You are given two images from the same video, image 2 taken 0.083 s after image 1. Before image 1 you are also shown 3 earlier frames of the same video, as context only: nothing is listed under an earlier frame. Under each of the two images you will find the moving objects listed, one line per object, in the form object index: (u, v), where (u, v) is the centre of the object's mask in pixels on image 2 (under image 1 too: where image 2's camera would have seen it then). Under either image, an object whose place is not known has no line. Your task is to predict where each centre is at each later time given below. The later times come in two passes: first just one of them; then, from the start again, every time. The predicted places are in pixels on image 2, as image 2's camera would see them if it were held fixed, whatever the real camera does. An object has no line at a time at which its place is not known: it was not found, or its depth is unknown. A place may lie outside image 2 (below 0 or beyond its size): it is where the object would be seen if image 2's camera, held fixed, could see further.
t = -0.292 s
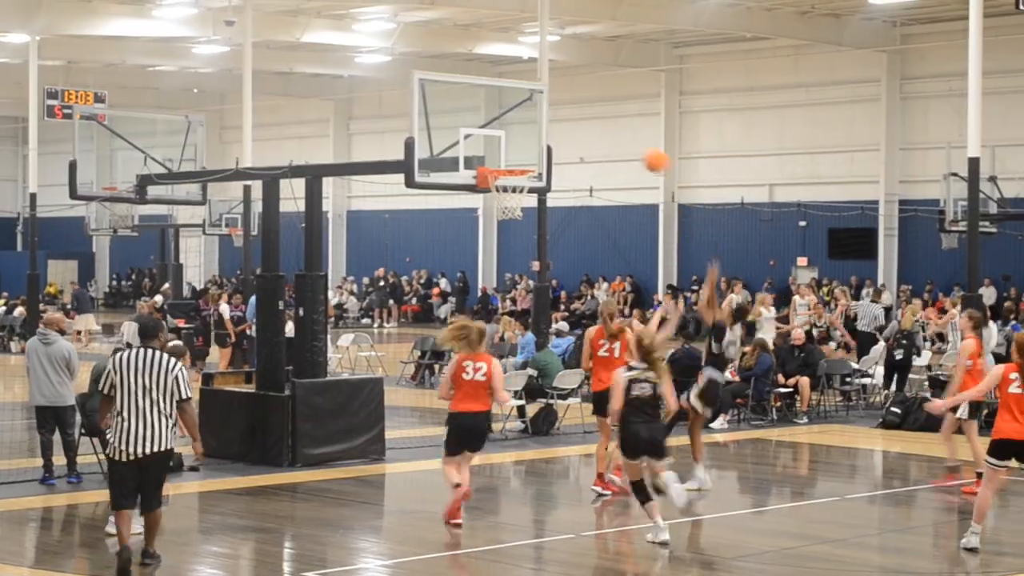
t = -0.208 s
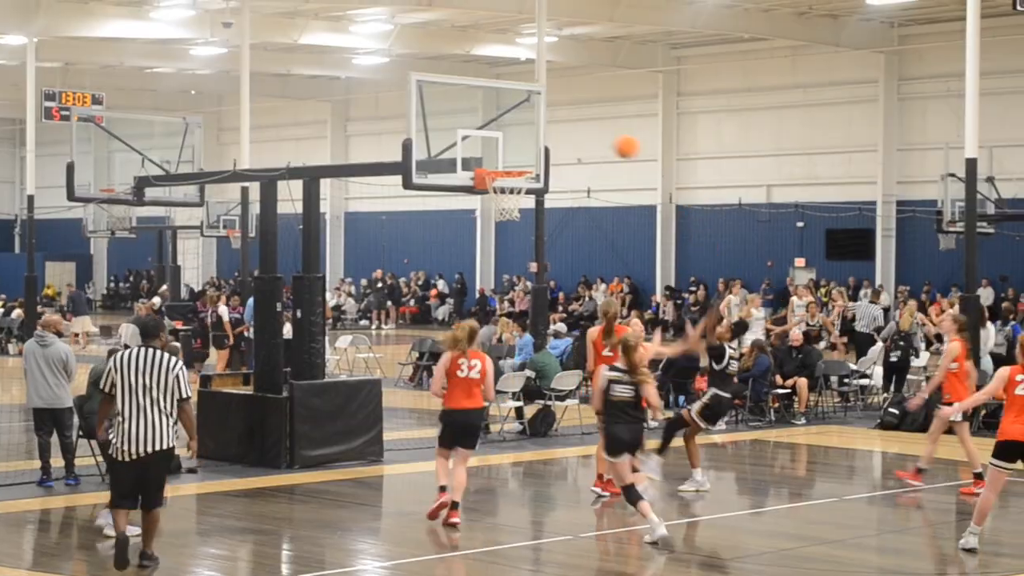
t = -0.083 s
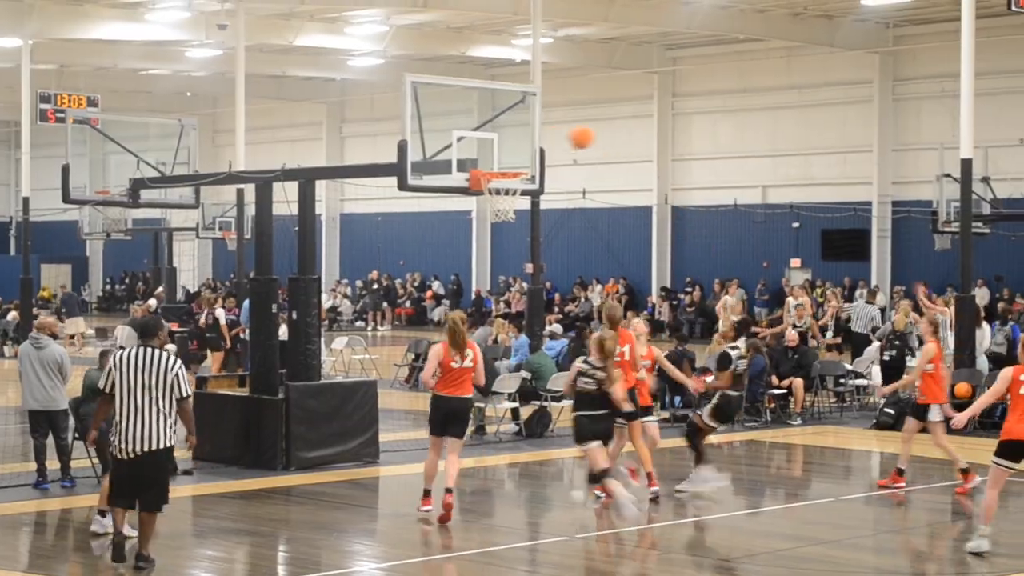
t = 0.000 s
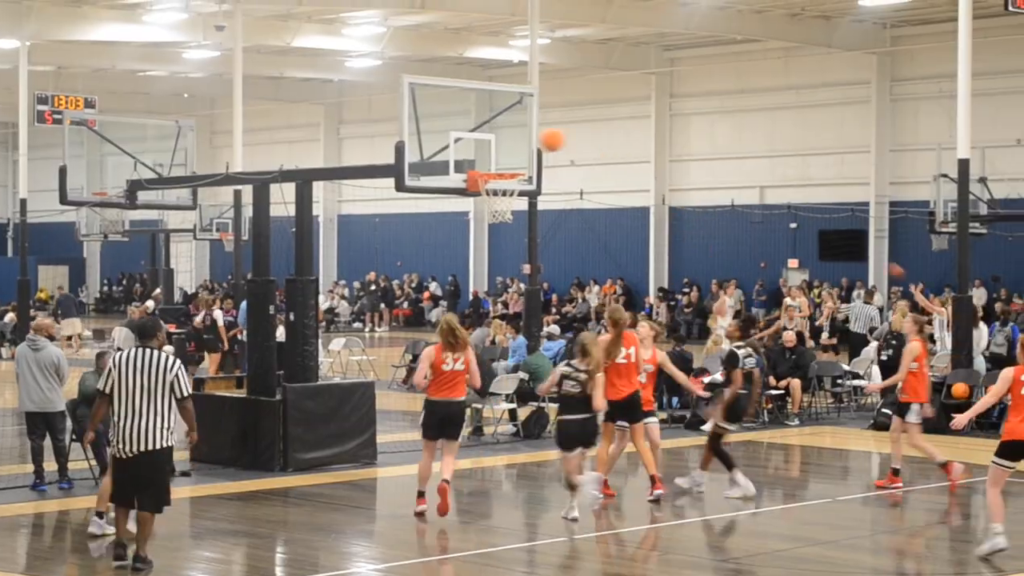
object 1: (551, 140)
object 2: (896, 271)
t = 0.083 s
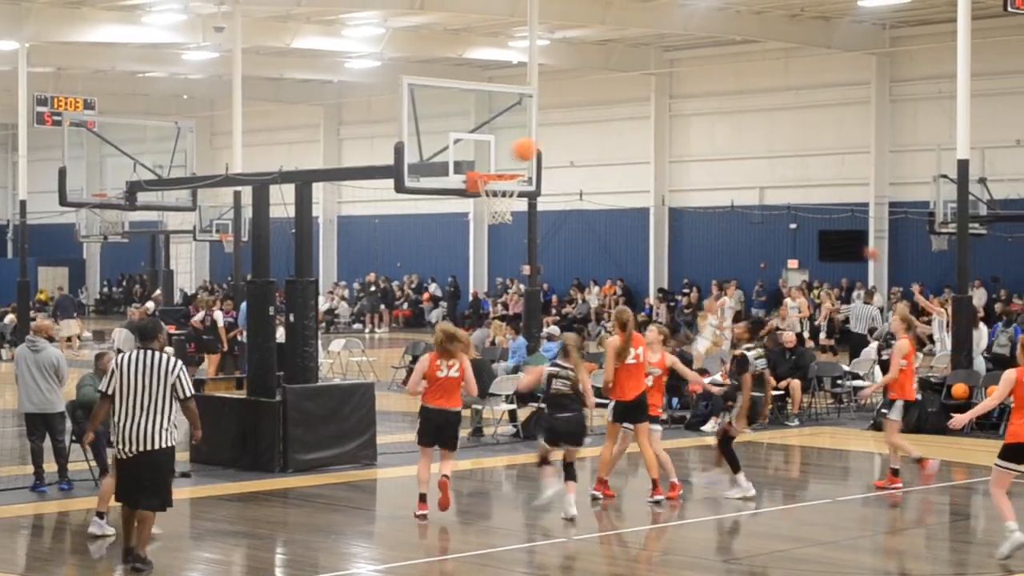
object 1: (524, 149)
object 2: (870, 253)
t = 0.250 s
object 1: (501, 175)
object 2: (825, 232)
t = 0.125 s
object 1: (511, 156)
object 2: (858, 250)
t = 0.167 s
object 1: (497, 165)
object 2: (849, 241)
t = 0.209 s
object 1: (492, 168)
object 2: (837, 236)
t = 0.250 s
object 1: (501, 175)
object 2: (825, 232)
